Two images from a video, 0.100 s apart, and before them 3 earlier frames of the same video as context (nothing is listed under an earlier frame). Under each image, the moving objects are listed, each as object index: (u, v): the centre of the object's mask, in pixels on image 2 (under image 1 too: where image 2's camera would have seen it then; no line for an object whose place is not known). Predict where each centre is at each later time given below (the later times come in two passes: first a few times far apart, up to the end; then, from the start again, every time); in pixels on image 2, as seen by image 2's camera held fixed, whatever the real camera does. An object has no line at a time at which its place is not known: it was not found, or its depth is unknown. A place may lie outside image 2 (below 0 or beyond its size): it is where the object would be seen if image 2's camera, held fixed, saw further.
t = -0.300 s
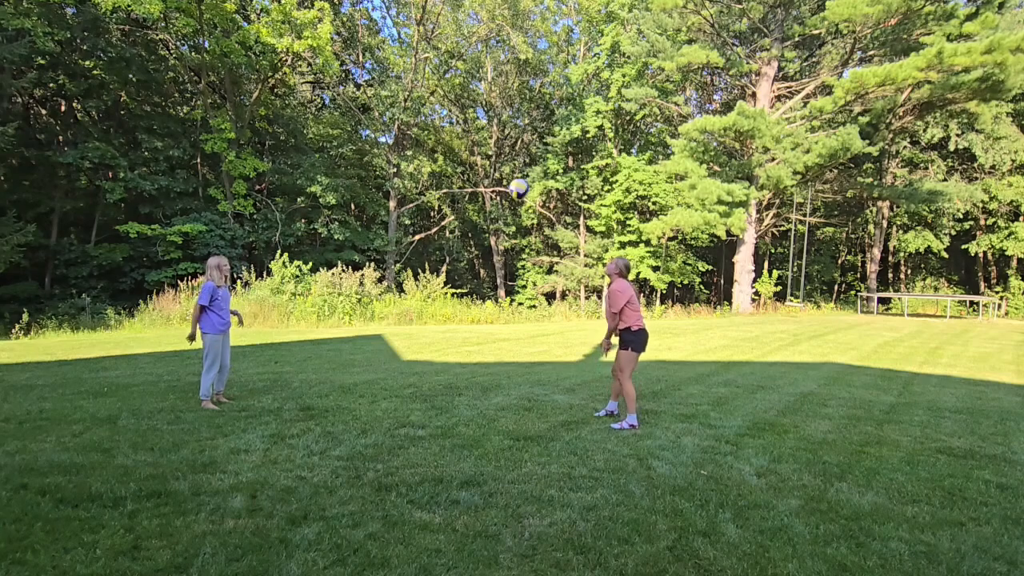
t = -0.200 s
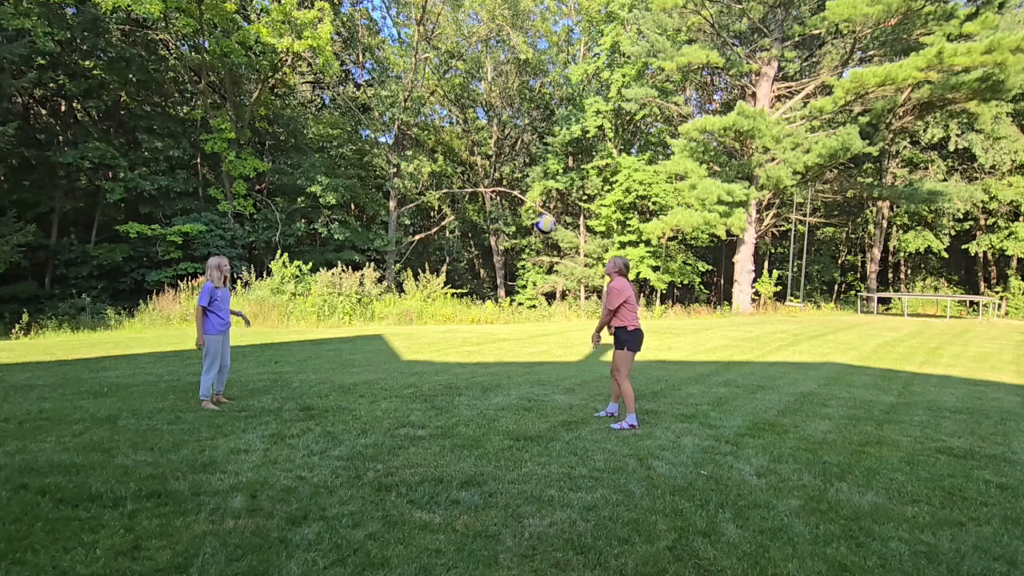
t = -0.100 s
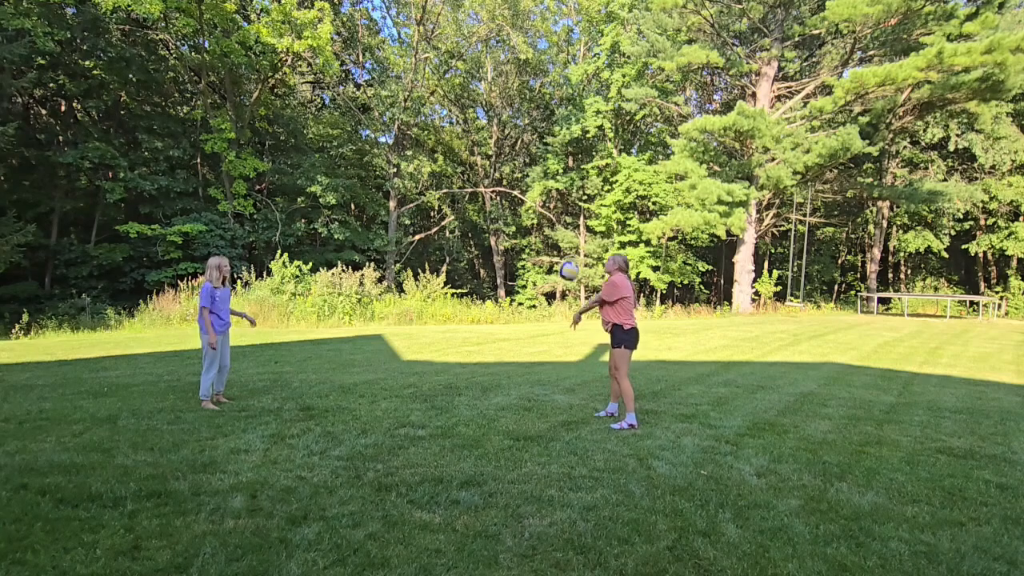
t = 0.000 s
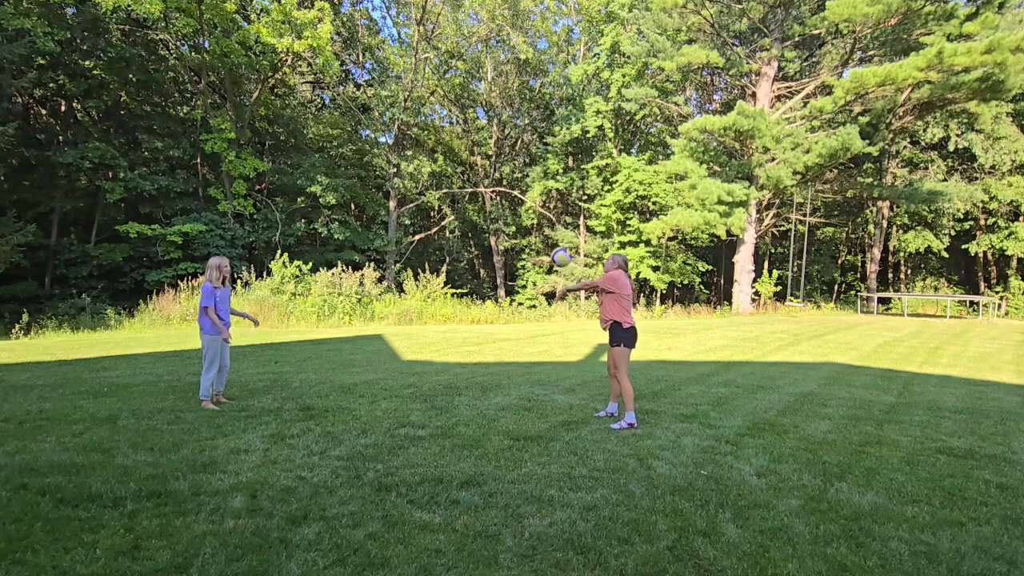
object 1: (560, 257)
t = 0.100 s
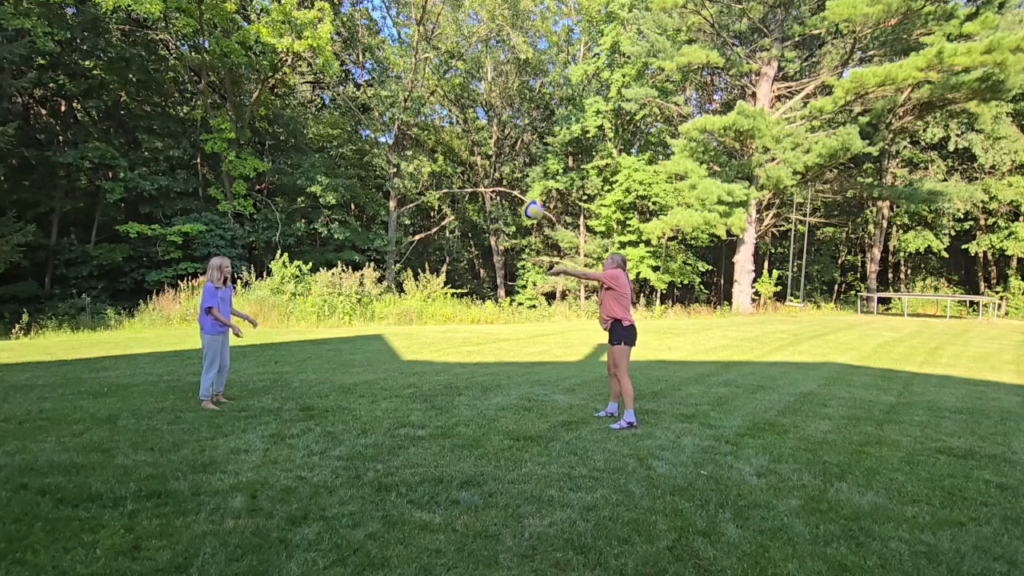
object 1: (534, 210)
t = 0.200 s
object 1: (504, 172)
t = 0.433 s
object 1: (438, 122)
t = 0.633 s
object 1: (382, 122)
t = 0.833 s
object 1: (327, 161)
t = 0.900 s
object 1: (309, 181)
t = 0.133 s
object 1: (523, 196)
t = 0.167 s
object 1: (514, 183)
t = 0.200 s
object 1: (504, 172)
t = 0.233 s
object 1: (495, 161)
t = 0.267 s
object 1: (485, 152)
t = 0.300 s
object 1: (476, 144)
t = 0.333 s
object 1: (467, 136)
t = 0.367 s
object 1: (457, 130)
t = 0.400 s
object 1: (448, 125)
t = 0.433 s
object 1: (438, 122)
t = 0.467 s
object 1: (429, 118)
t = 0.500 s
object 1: (419, 117)
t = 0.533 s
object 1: (410, 116)
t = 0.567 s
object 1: (400, 117)
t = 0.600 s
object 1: (391, 119)
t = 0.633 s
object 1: (382, 122)
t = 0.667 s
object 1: (373, 125)
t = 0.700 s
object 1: (363, 130)
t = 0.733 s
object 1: (354, 136)
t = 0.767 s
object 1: (345, 143)
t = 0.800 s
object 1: (336, 152)
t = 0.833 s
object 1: (327, 161)
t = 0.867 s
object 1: (318, 170)
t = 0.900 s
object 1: (309, 181)
